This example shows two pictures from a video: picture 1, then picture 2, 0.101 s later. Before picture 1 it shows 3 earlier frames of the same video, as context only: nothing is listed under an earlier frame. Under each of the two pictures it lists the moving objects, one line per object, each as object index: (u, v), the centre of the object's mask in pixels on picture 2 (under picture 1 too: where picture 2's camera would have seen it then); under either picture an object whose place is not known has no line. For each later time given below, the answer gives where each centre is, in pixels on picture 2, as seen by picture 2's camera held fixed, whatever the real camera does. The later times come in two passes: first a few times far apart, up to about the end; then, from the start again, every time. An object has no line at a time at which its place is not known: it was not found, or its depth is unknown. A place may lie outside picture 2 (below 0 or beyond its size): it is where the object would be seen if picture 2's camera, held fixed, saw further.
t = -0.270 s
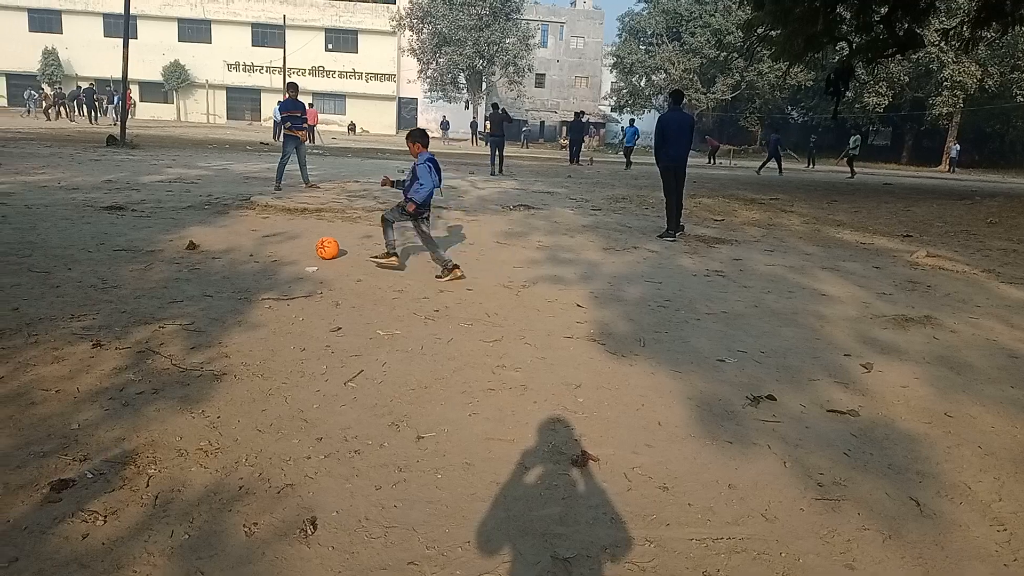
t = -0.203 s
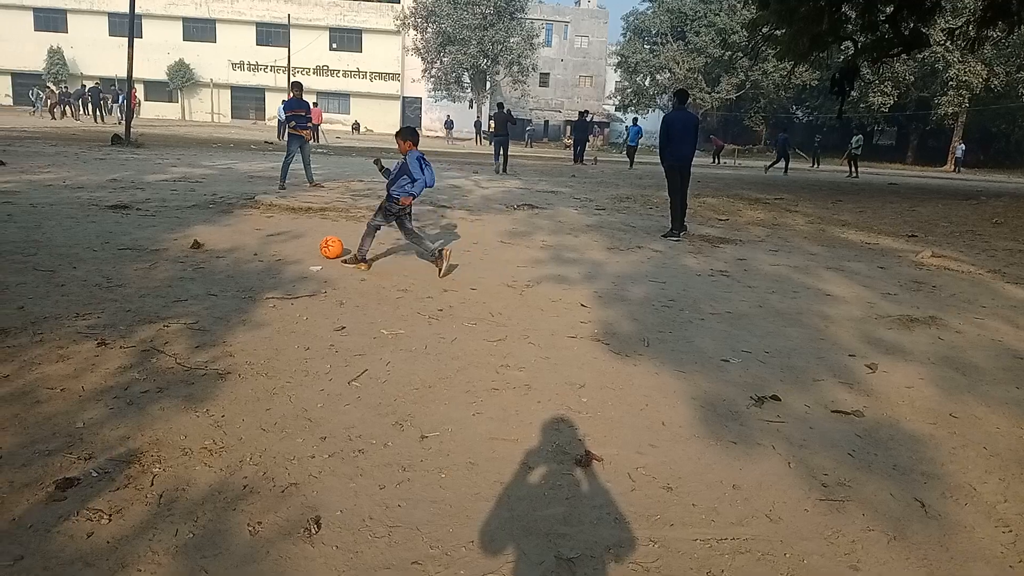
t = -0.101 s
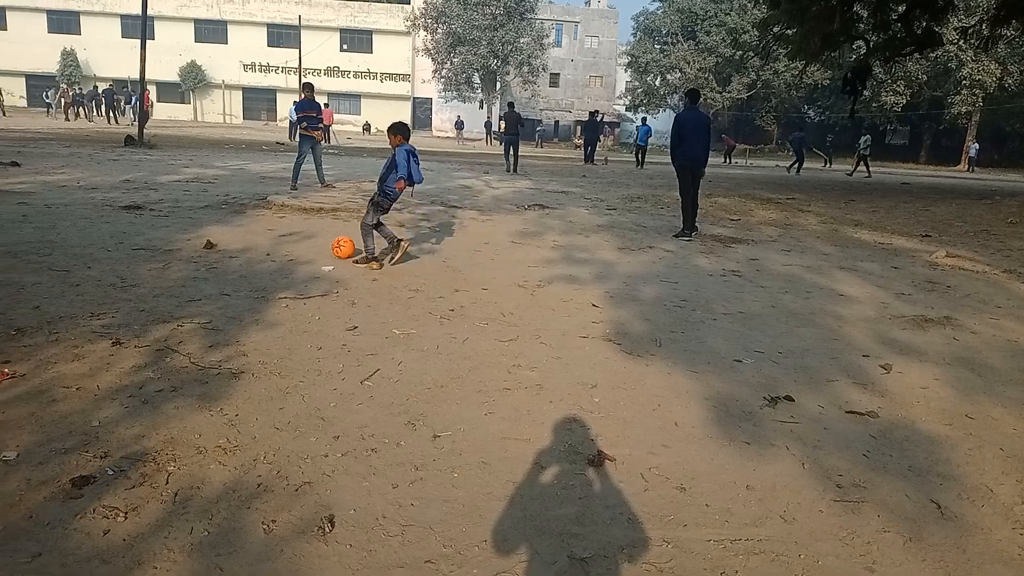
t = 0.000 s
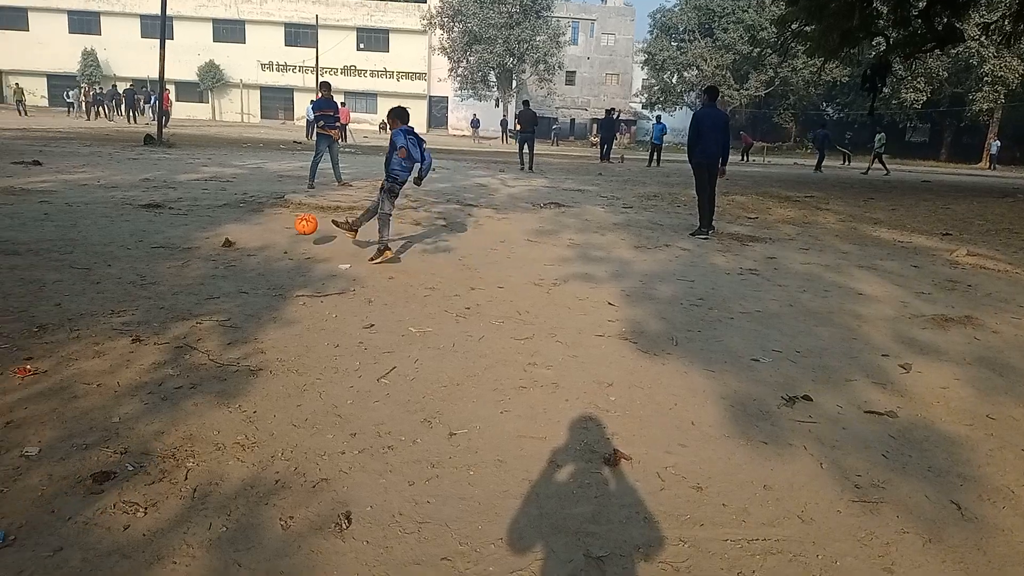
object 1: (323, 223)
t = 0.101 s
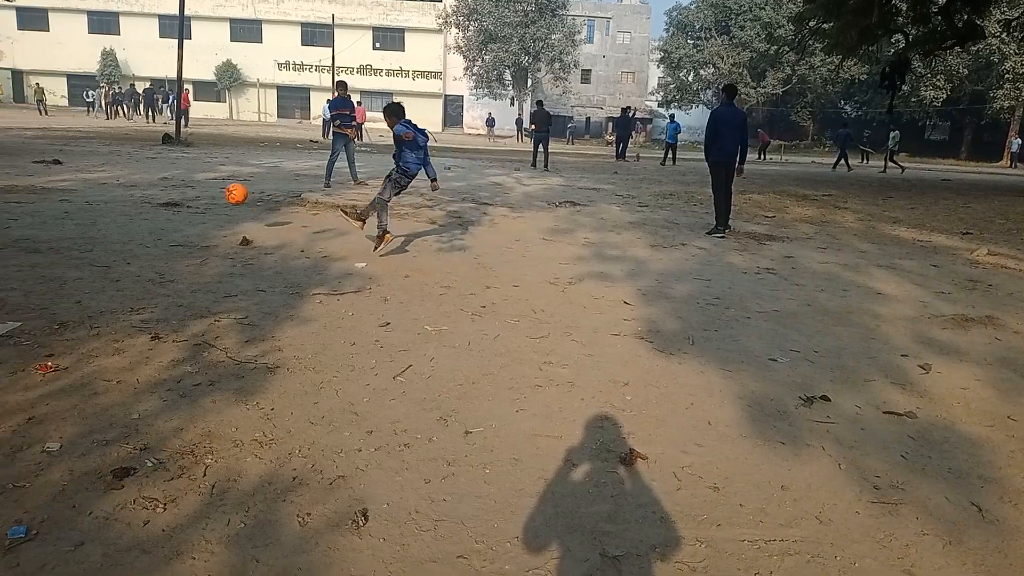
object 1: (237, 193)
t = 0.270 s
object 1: (108, 170)
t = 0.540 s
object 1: (-62, 185)
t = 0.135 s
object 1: (209, 187)
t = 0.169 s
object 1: (183, 181)
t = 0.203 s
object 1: (157, 177)
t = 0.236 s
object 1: (132, 172)
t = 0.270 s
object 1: (108, 170)
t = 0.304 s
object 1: (84, 169)
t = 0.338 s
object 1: (62, 168)
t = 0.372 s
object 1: (39, 169)
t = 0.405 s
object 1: (18, 170)
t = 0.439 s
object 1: (-3, 172)
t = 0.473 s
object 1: (-23, 176)
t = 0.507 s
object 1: (-42, 180)
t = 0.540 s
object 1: (-62, 185)
